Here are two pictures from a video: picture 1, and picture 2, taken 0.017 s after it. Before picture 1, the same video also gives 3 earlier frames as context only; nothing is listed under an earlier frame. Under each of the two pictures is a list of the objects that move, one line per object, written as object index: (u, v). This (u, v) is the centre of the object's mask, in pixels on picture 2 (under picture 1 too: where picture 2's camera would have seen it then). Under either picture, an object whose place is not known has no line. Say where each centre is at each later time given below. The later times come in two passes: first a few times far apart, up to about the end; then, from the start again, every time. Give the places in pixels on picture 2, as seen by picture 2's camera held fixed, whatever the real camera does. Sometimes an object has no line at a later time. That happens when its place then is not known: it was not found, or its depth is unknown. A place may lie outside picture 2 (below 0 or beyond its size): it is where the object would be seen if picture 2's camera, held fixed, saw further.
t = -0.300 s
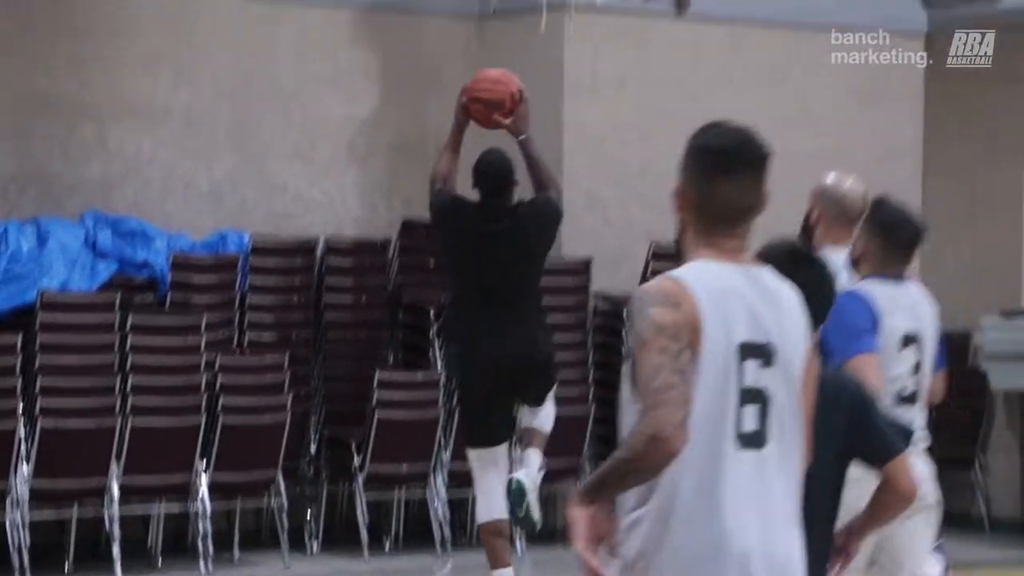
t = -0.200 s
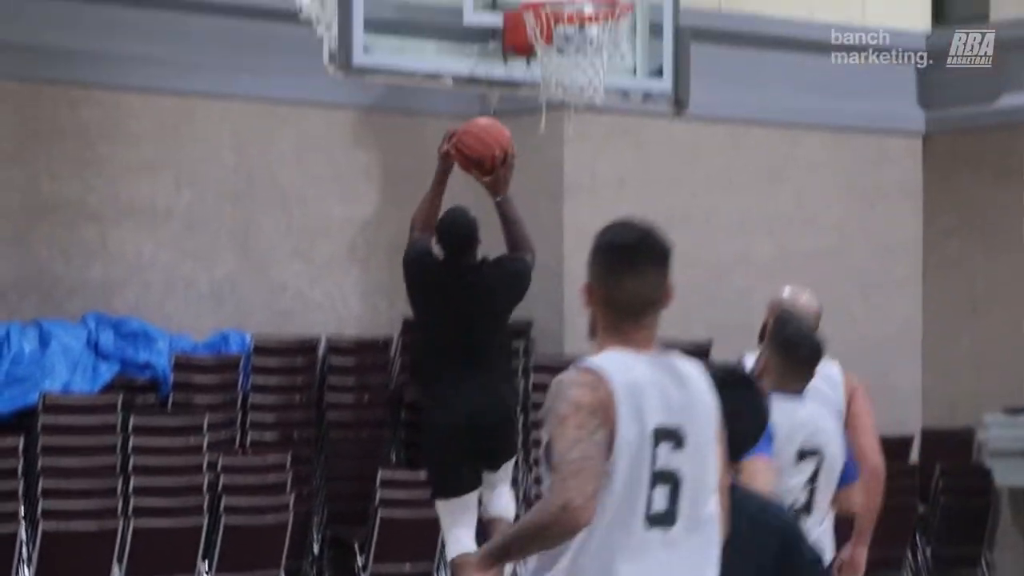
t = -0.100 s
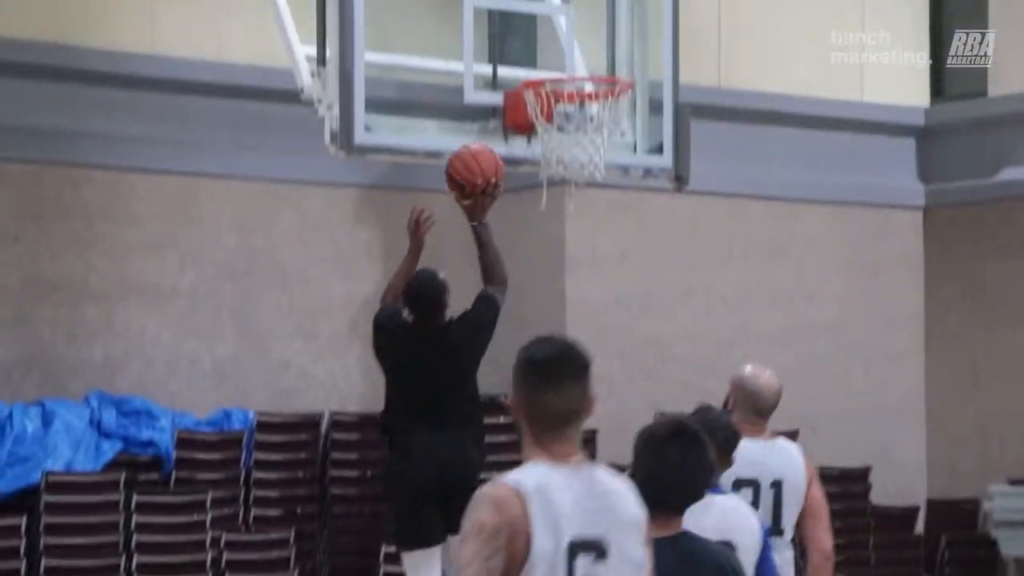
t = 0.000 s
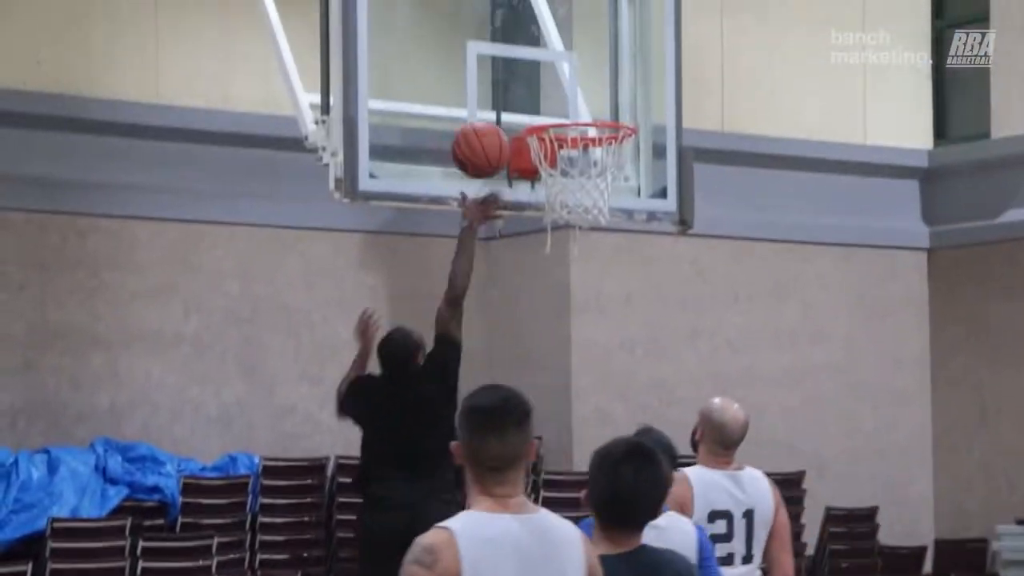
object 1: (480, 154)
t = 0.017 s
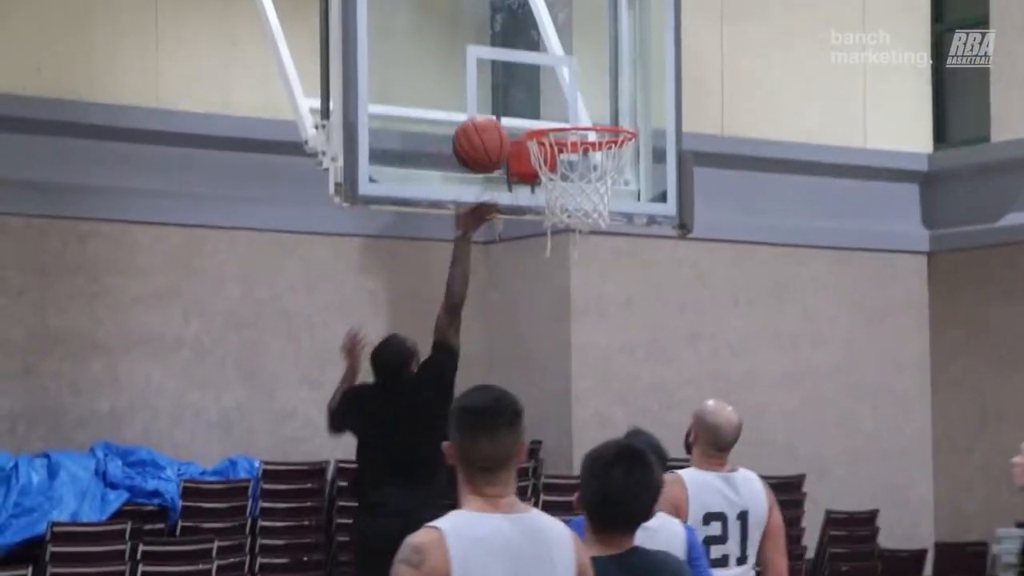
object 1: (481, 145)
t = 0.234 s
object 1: (491, 85)
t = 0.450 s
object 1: (559, 114)
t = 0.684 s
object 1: (604, 200)
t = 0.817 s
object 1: (607, 248)
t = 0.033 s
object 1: (481, 135)
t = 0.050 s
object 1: (482, 128)
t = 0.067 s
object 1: (483, 120)
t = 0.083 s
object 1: (483, 113)
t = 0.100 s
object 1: (484, 108)
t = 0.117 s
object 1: (485, 102)
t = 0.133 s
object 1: (486, 98)
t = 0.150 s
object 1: (487, 94)
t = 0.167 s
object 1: (488, 90)
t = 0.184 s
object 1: (489, 88)
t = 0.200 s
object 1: (490, 87)
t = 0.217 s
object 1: (490, 86)
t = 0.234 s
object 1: (491, 85)
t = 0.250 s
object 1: (492, 84)
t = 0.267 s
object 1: (497, 84)
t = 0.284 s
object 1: (503, 85)
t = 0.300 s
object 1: (509, 86)
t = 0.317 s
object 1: (515, 88)
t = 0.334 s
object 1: (520, 91)
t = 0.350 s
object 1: (525, 93)
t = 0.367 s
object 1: (531, 96)
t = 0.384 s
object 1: (536, 100)
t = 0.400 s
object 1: (541, 104)
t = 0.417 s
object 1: (547, 107)
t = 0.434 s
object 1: (553, 111)
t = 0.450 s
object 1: (559, 114)
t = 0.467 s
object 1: (567, 130)
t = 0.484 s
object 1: (572, 140)
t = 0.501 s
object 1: (576, 151)
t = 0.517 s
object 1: (580, 158)
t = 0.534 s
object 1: (586, 165)
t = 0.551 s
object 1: (591, 174)
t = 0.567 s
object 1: (594, 180)
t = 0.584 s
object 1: (596, 183)
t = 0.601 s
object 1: (599, 185)
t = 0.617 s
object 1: (602, 189)
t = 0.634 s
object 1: (602, 190)
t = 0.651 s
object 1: (603, 195)
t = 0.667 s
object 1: (603, 195)
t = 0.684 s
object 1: (604, 200)
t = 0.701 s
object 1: (602, 210)
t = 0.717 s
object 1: (603, 212)
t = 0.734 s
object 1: (604, 216)
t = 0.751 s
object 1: (605, 220)
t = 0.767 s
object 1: (605, 226)
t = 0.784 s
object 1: (606, 233)
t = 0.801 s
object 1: (606, 240)
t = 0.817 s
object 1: (607, 248)
